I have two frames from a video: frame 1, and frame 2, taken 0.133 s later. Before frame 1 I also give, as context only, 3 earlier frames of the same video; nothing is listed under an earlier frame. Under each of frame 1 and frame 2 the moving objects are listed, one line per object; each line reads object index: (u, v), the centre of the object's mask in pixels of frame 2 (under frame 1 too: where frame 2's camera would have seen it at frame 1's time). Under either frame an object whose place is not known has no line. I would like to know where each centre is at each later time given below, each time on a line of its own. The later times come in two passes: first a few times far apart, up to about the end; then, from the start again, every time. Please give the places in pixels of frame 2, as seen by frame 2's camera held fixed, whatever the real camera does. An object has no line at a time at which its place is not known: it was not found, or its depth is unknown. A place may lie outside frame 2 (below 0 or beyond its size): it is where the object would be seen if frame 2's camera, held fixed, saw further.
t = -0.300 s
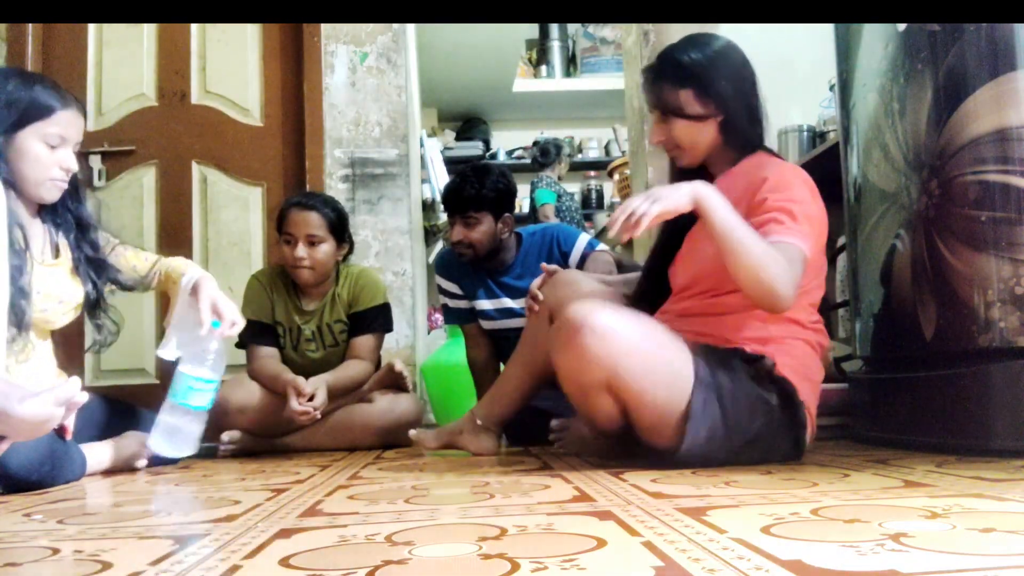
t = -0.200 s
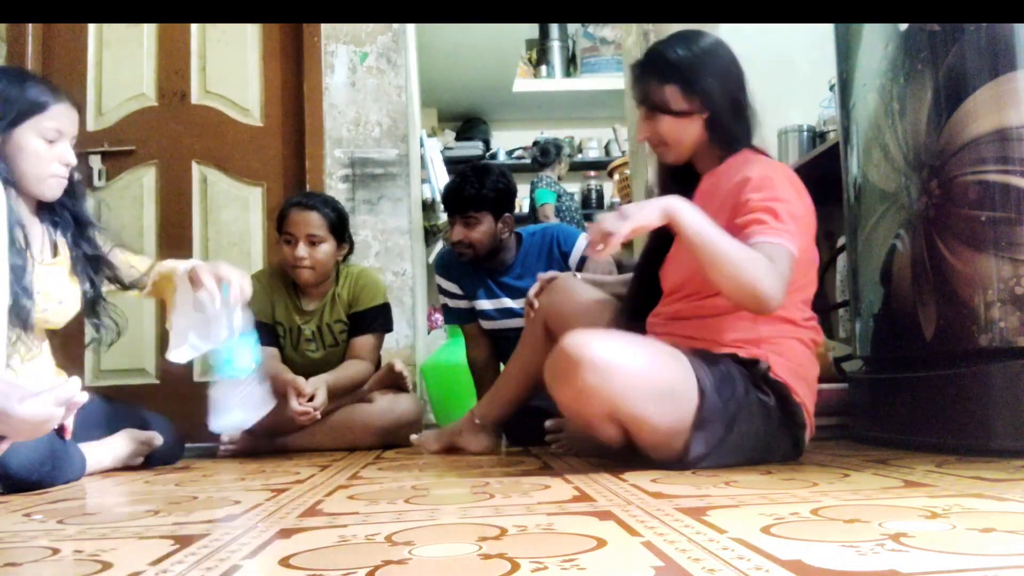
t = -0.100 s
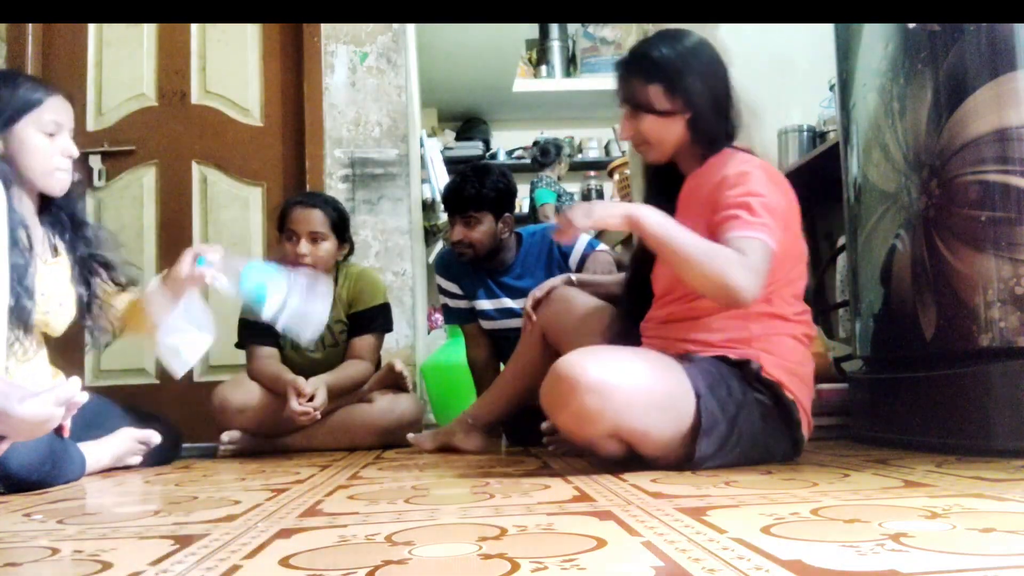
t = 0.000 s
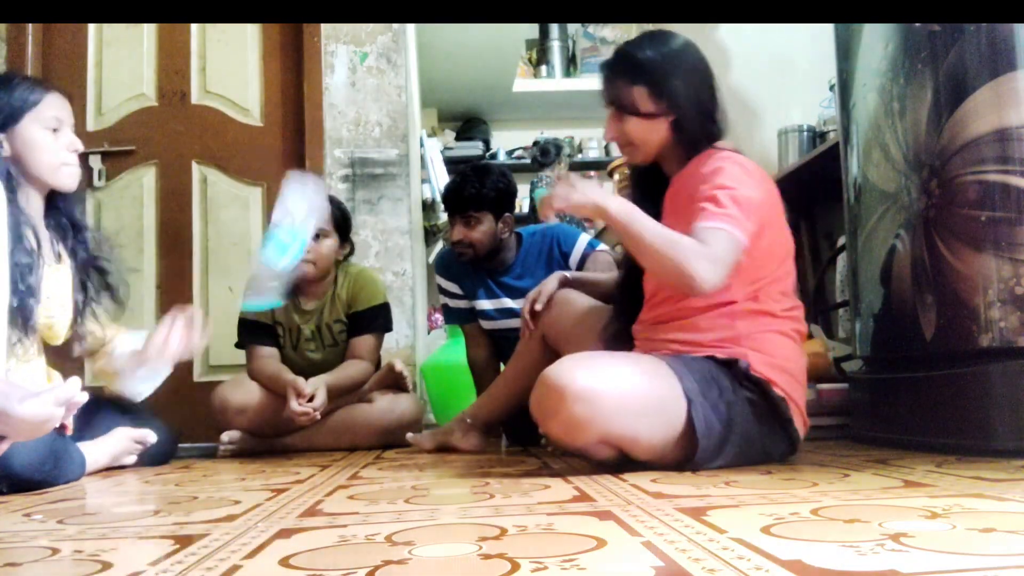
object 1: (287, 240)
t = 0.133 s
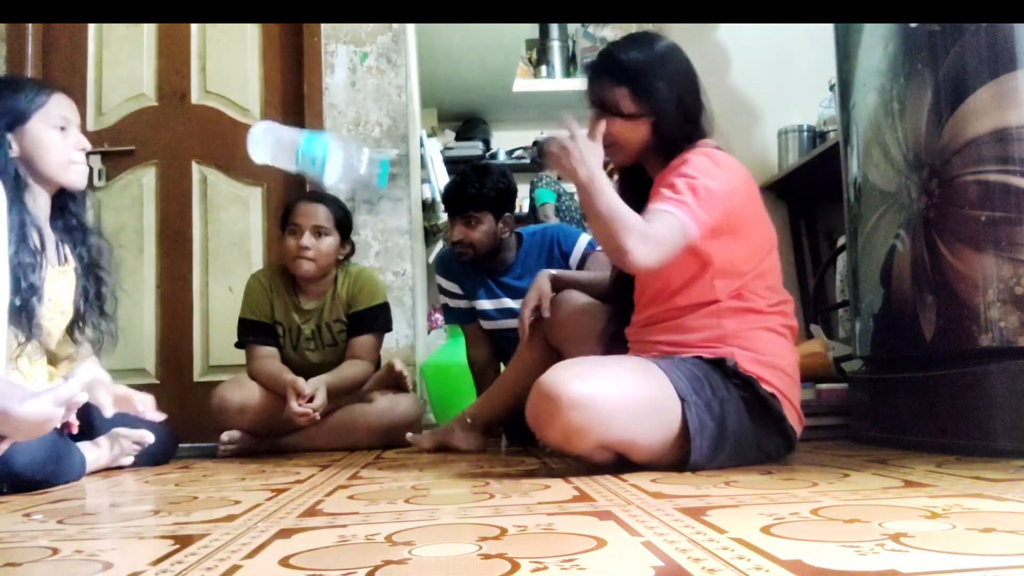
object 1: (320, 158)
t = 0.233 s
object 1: (298, 152)
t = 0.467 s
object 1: (264, 391)
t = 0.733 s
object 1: (229, 407)
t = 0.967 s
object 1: (229, 407)
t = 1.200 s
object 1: (229, 408)
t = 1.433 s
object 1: (229, 407)
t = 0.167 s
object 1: (314, 146)
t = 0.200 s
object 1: (306, 145)
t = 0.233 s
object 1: (298, 152)
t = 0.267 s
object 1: (293, 166)
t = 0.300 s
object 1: (287, 187)
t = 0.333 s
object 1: (283, 215)
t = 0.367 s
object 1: (279, 249)
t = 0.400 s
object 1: (274, 291)
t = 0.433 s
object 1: (268, 342)
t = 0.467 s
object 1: (264, 391)
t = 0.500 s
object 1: (259, 404)
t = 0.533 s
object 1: (253, 404)
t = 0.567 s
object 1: (248, 405)
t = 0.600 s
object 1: (243, 406)
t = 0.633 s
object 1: (239, 407)
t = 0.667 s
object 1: (236, 408)
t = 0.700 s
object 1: (233, 407)
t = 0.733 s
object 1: (229, 407)
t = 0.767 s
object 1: (229, 407)
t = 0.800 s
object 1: (230, 408)
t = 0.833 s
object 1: (229, 408)
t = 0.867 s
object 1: (230, 408)
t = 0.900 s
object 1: (229, 408)
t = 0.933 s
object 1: (229, 407)
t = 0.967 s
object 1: (229, 407)
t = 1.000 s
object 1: (229, 408)
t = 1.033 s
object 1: (229, 408)
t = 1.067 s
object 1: (229, 408)
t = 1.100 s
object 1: (229, 408)
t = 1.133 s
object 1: (229, 408)
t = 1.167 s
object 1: (229, 408)
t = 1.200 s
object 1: (229, 408)
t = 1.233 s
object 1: (229, 408)
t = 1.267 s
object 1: (229, 408)
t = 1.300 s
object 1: (229, 408)
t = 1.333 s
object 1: (229, 407)
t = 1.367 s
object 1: (229, 408)
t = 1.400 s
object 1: (229, 407)
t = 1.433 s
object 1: (229, 407)
